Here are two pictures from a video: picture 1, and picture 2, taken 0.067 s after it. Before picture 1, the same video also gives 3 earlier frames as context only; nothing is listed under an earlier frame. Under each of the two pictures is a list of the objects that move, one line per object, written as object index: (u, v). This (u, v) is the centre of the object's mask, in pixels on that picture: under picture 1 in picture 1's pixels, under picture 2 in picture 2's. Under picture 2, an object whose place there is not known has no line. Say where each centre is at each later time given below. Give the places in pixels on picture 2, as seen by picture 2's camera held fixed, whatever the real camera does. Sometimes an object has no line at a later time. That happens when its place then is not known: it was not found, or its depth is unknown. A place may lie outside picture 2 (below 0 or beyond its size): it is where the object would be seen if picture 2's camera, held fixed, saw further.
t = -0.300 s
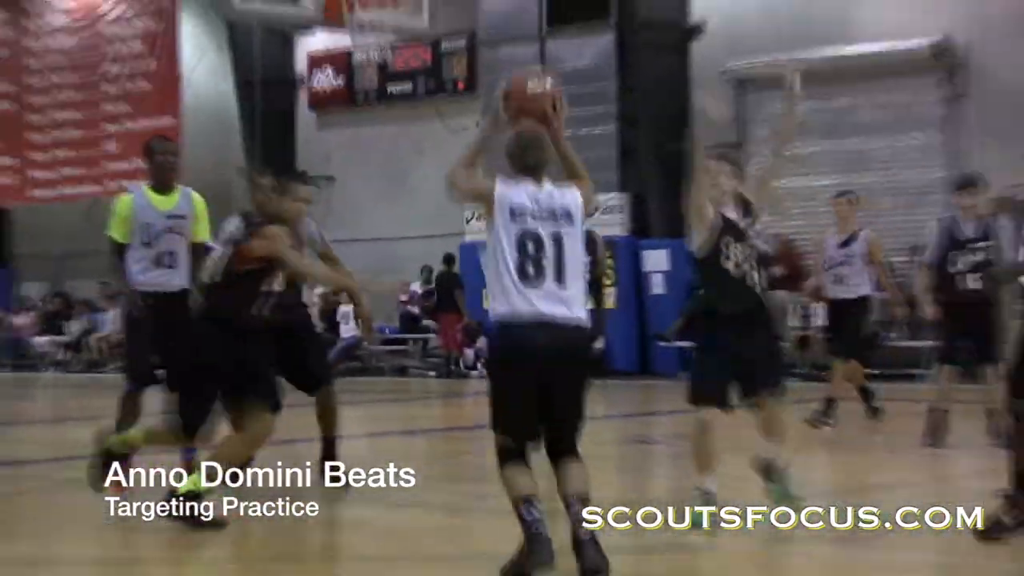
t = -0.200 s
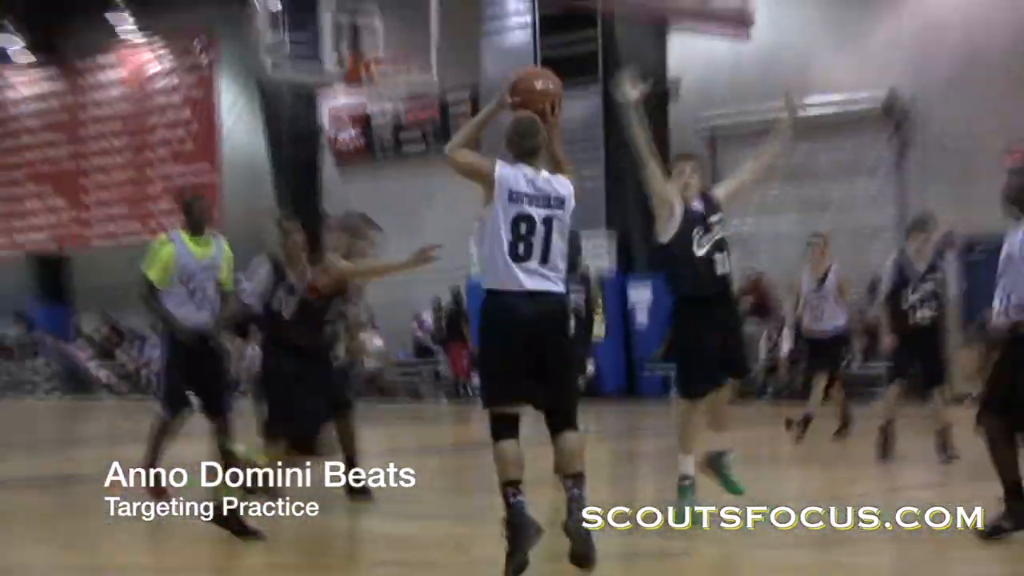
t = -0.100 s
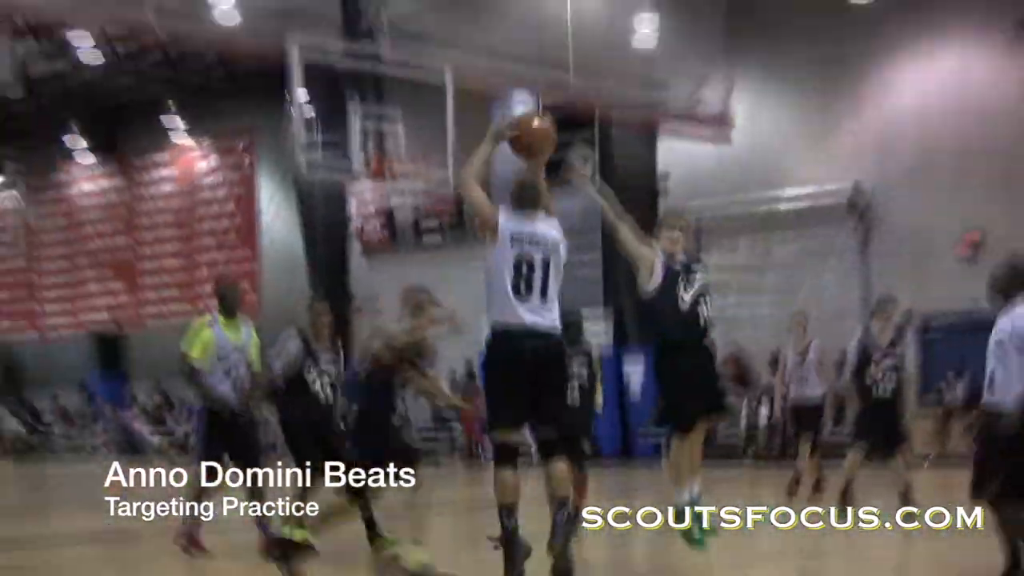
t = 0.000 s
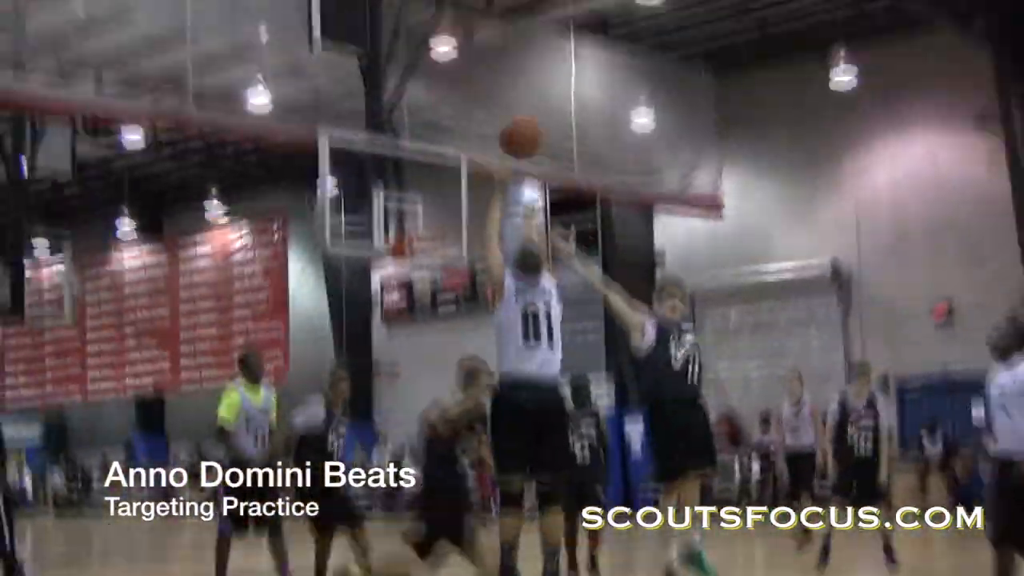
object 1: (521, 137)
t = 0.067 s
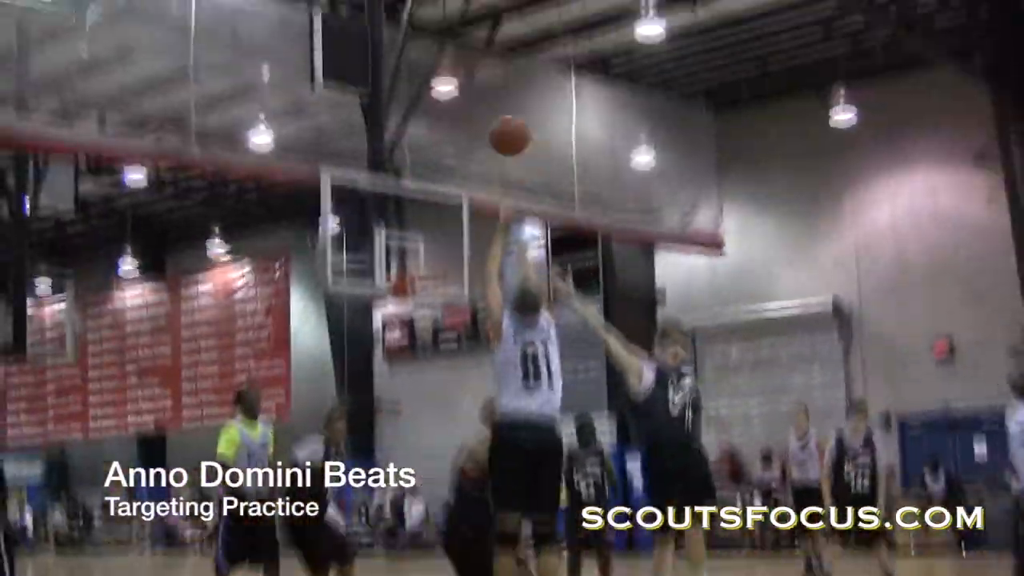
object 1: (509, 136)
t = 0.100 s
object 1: (504, 120)
